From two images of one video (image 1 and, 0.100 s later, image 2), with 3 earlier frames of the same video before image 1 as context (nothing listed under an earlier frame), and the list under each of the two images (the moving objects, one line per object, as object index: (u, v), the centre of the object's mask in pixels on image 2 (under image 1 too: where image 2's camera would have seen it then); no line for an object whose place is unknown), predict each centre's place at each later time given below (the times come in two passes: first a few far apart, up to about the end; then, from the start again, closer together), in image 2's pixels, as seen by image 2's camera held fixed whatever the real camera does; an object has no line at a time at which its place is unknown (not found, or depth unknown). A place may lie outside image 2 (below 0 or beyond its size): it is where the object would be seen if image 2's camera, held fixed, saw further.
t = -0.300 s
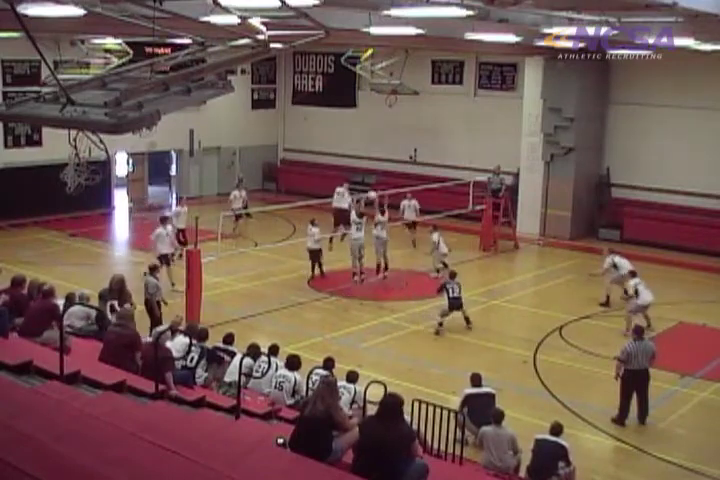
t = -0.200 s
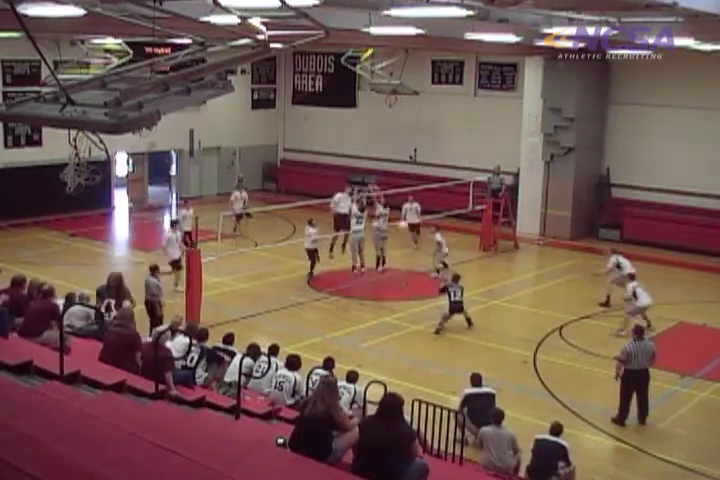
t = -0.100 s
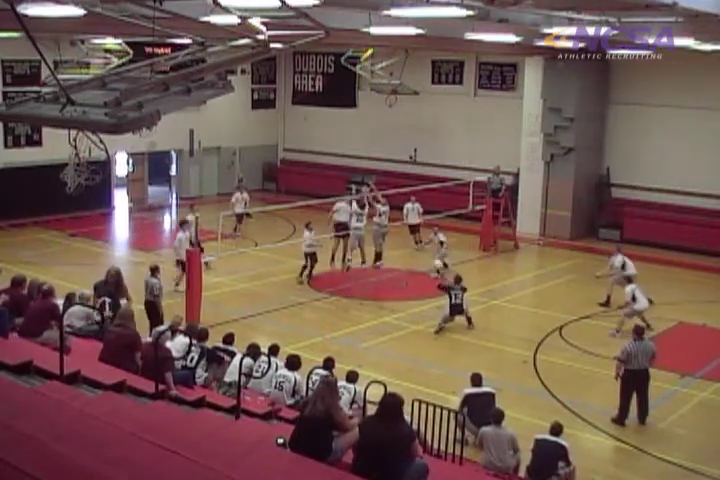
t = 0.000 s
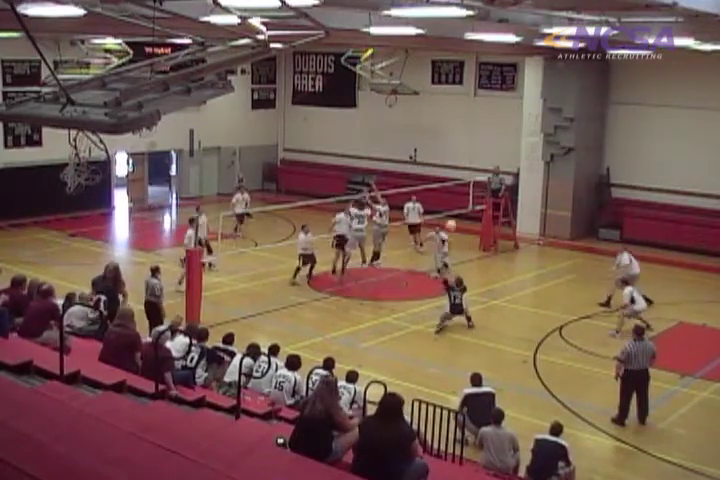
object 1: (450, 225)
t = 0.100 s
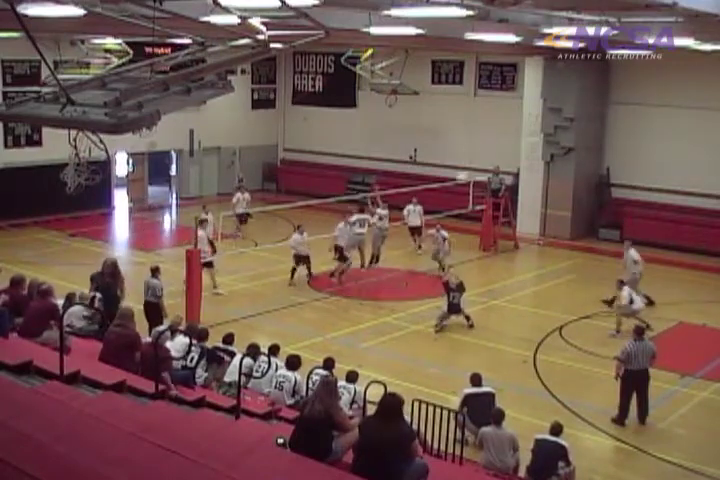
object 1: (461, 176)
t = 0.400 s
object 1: (498, 59)
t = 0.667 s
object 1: (508, 76)
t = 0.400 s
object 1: (498, 59)
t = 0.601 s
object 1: (509, 55)
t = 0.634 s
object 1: (509, 66)
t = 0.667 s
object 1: (508, 76)
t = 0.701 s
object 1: (507, 86)
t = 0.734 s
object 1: (506, 97)
